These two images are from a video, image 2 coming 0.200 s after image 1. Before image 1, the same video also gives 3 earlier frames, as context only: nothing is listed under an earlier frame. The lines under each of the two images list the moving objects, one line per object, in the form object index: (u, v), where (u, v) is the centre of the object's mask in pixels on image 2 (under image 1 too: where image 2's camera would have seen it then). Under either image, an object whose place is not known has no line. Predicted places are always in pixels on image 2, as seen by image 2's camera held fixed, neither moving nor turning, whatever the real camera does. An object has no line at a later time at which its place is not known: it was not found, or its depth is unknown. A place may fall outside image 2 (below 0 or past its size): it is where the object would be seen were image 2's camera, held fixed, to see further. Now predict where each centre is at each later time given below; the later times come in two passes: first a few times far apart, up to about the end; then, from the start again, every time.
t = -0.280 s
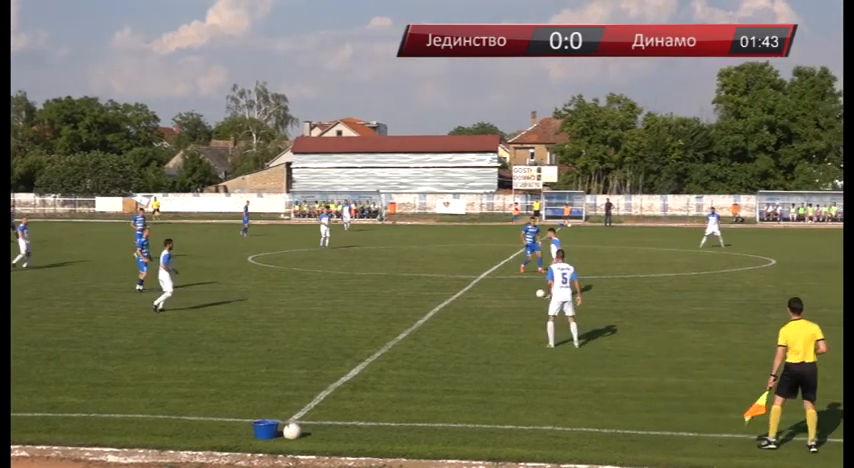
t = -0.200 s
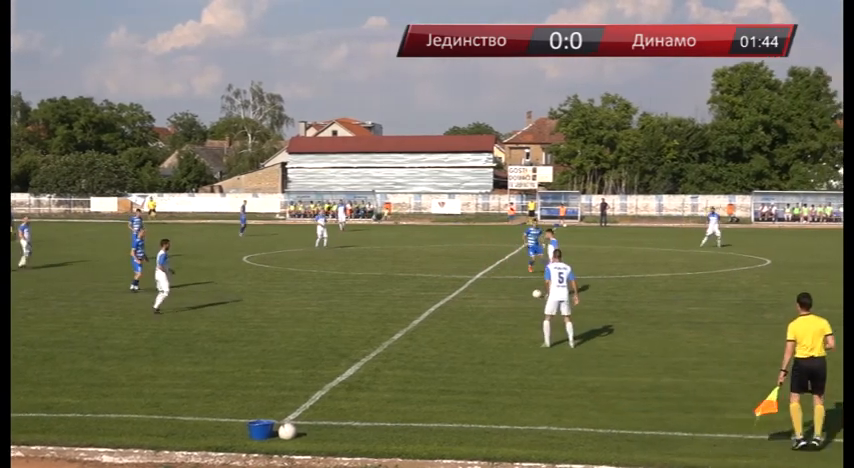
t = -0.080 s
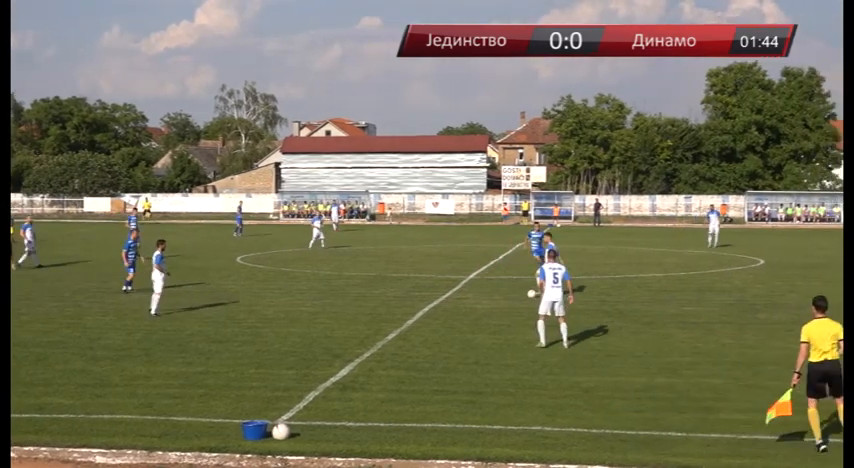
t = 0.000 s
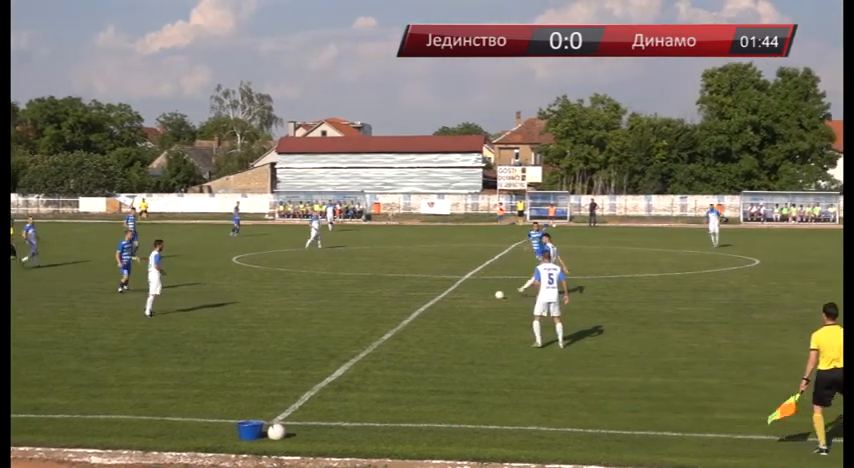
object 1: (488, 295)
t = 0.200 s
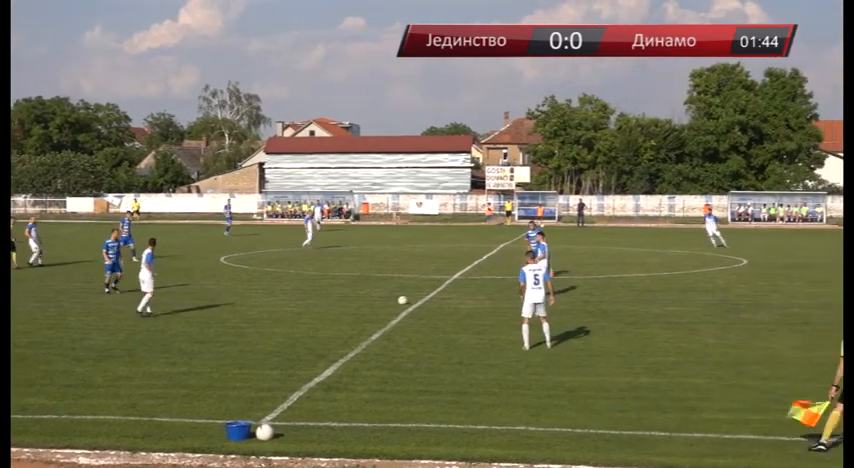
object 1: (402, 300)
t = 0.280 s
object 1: (372, 302)
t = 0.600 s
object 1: (268, 309)
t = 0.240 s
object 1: (387, 301)
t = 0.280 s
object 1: (372, 302)
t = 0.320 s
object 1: (357, 303)
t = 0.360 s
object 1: (343, 304)
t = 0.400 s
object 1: (330, 304)
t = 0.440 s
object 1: (317, 304)
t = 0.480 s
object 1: (304, 305)
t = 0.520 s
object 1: (292, 307)
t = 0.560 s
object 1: (279, 308)
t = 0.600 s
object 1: (268, 309)
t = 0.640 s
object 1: (257, 309)
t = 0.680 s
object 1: (246, 310)
